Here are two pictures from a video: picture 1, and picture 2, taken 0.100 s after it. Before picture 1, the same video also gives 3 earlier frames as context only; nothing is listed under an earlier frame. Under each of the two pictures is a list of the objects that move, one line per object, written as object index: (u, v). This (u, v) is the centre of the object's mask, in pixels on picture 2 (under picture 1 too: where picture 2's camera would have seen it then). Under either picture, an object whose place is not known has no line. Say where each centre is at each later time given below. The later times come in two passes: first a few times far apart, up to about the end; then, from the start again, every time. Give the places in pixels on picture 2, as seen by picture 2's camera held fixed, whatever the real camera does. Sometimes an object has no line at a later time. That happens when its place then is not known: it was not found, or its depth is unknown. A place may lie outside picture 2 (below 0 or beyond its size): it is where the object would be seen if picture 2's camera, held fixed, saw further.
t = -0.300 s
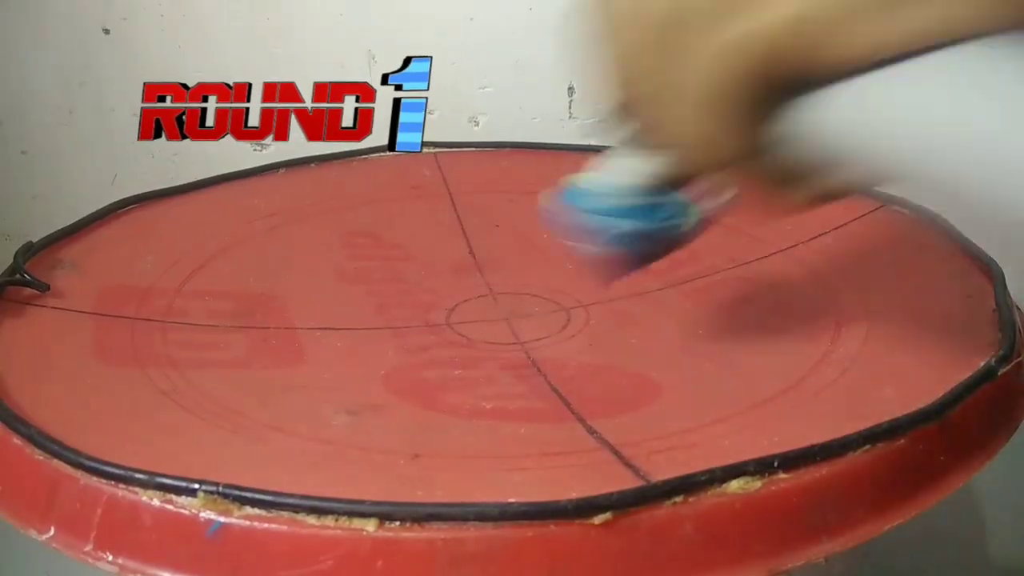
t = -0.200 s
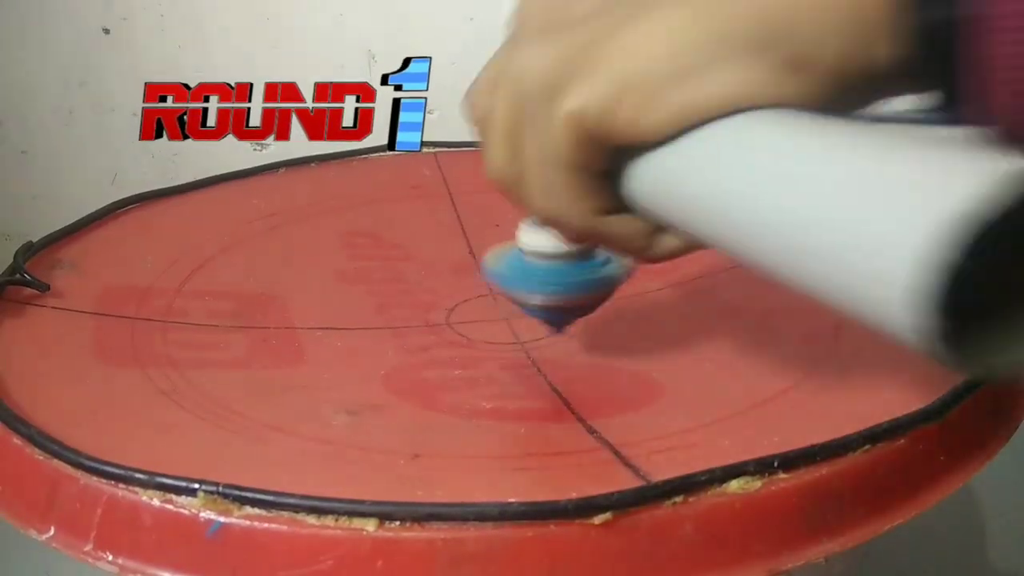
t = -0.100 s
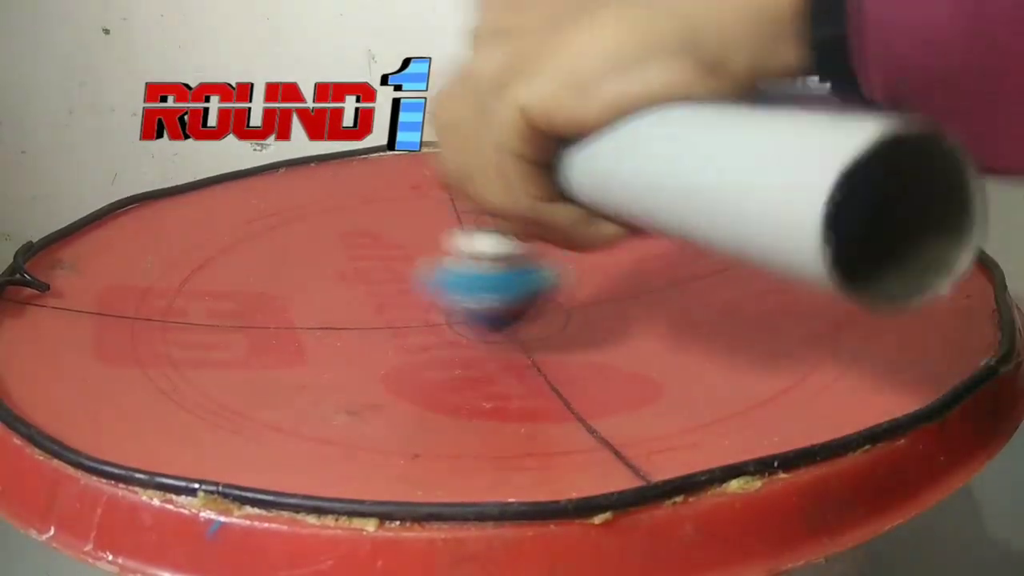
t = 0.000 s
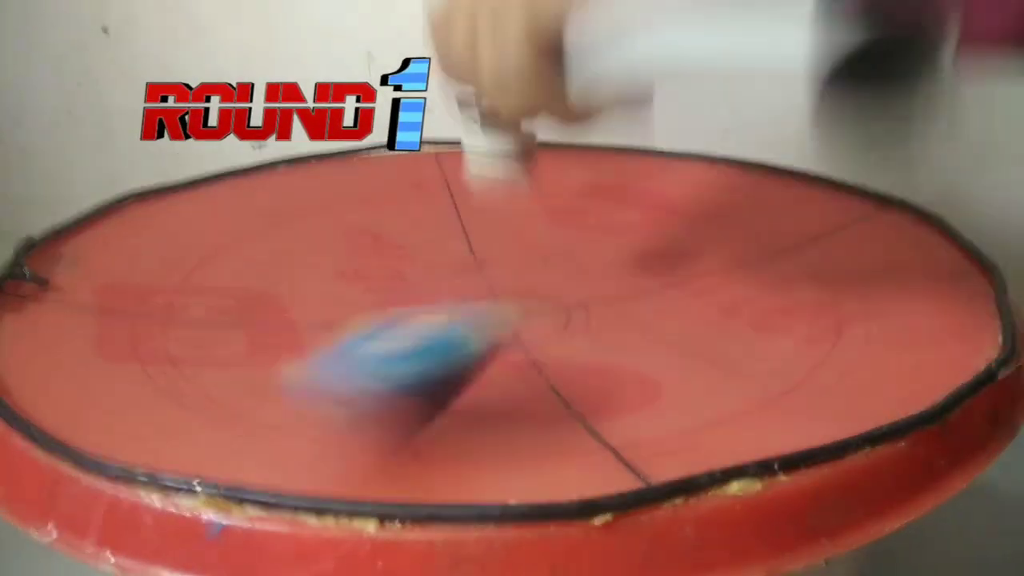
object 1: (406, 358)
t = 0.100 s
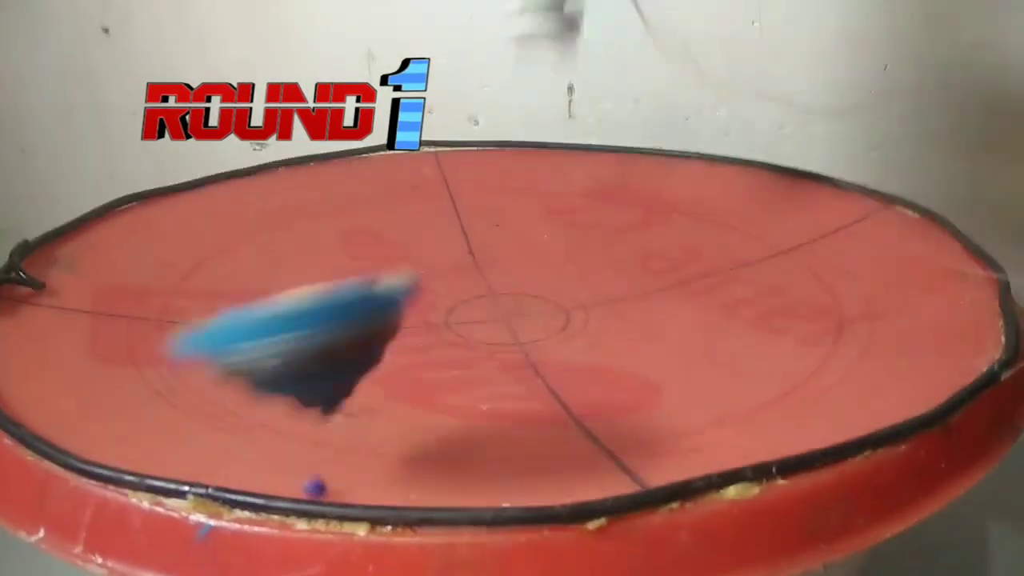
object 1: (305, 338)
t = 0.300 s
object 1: (431, 353)
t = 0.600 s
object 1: (466, 287)
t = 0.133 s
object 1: (318, 339)
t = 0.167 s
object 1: (343, 371)
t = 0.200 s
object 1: (366, 387)
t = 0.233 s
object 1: (389, 376)
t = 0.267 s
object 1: (413, 367)
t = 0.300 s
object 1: (431, 353)
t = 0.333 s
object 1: (447, 339)
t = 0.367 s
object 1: (460, 333)
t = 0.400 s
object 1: (471, 323)
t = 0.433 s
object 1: (479, 319)
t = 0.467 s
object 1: (482, 307)
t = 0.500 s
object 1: (483, 303)
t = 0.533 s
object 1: (481, 296)
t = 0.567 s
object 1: (476, 293)
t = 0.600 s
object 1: (466, 287)
